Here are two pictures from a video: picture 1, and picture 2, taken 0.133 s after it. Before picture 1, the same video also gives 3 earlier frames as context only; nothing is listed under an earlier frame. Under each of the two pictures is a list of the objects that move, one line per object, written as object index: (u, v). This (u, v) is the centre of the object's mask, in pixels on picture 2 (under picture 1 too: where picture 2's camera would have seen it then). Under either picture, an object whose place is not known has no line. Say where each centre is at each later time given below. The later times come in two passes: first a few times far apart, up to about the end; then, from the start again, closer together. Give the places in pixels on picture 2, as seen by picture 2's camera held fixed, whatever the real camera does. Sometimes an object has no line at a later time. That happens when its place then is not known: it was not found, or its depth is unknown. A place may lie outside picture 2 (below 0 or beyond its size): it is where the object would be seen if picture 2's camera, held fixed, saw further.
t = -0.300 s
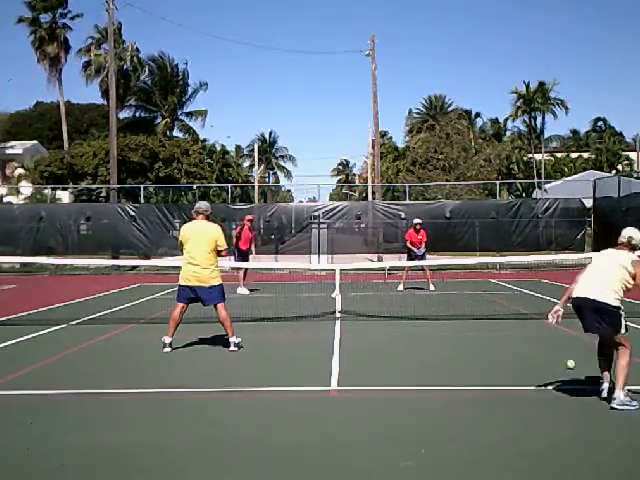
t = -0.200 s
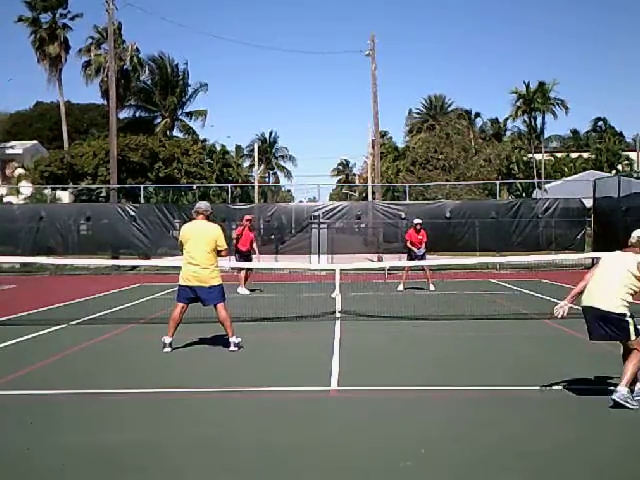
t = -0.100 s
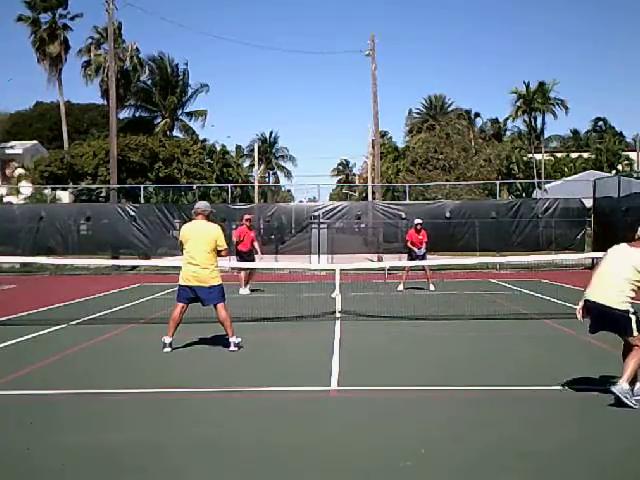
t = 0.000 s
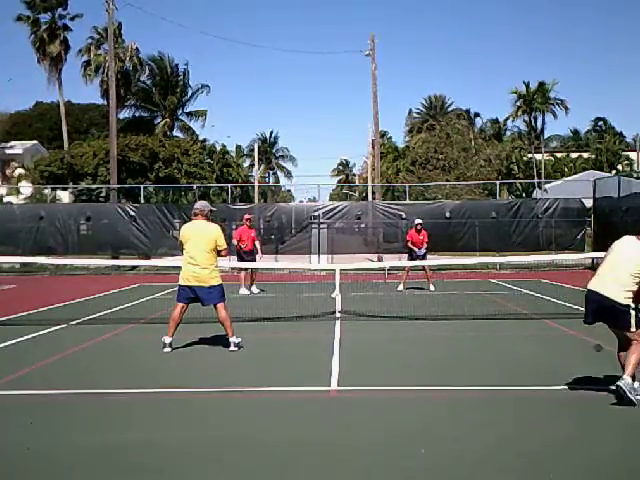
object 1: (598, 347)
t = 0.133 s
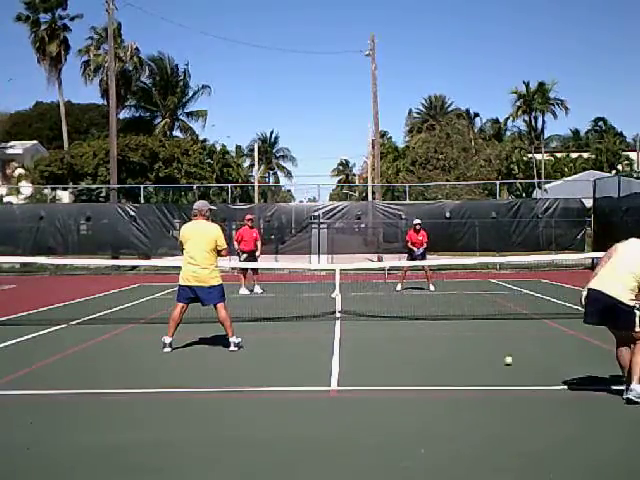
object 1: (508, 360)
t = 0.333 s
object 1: (428, 329)
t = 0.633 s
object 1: (345, 329)
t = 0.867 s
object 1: (302, 330)
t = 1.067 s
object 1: (274, 325)
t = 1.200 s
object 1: (257, 322)
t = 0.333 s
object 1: (428, 329)
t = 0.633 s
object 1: (345, 329)
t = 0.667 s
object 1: (340, 327)
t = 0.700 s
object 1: (332, 326)
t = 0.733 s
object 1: (326, 326)
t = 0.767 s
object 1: (319, 326)
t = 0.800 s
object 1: (313, 329)
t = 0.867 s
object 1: (302, 330)
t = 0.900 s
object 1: (298, 326)
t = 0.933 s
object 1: (292, 324)
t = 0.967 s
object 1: (288, 323)
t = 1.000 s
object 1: (283, 323)
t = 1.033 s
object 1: (278, 324)
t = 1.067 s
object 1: (274, 325)
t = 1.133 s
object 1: (265, 325)
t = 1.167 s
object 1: (261, 323)
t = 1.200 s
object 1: (257, 322)
